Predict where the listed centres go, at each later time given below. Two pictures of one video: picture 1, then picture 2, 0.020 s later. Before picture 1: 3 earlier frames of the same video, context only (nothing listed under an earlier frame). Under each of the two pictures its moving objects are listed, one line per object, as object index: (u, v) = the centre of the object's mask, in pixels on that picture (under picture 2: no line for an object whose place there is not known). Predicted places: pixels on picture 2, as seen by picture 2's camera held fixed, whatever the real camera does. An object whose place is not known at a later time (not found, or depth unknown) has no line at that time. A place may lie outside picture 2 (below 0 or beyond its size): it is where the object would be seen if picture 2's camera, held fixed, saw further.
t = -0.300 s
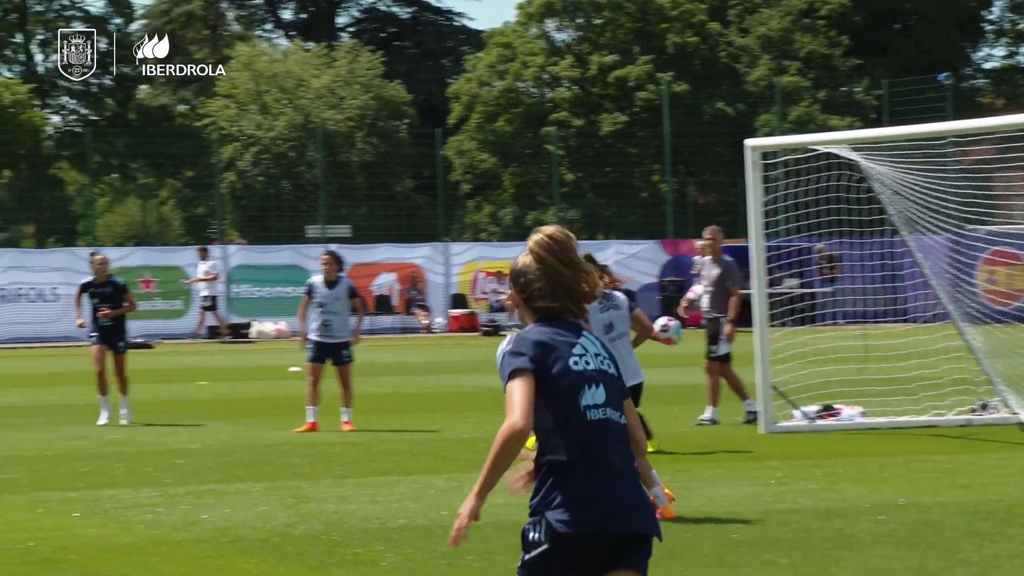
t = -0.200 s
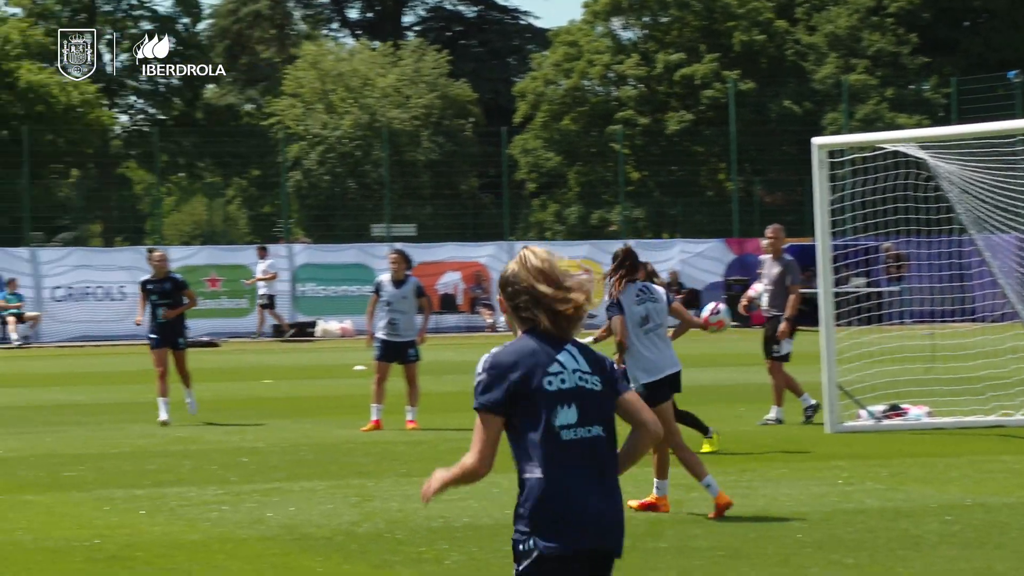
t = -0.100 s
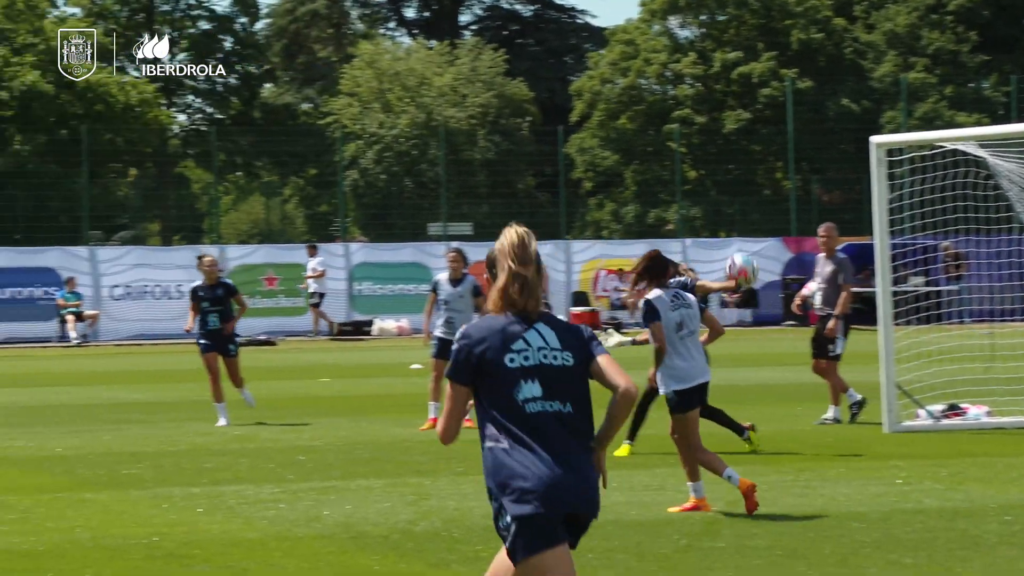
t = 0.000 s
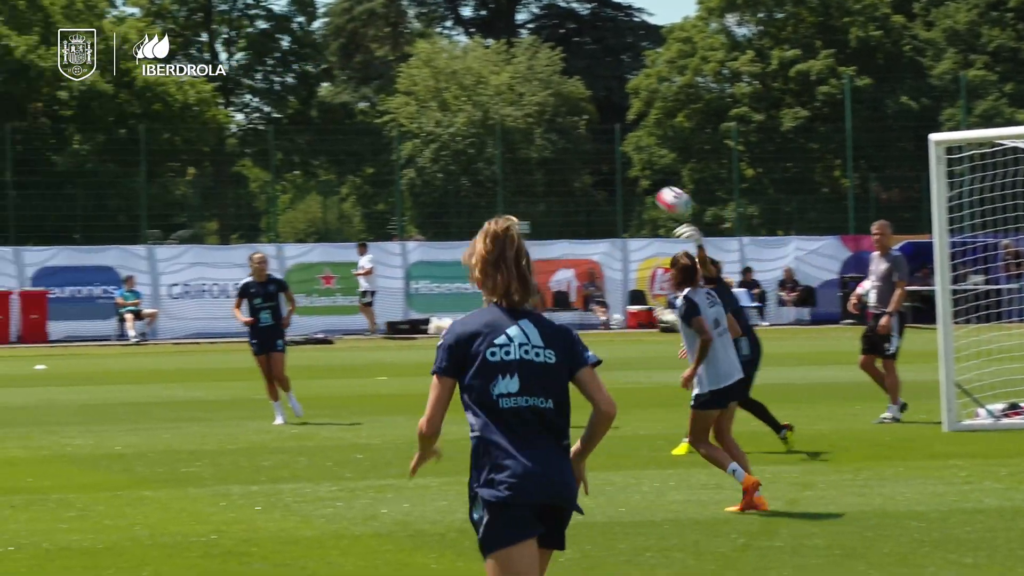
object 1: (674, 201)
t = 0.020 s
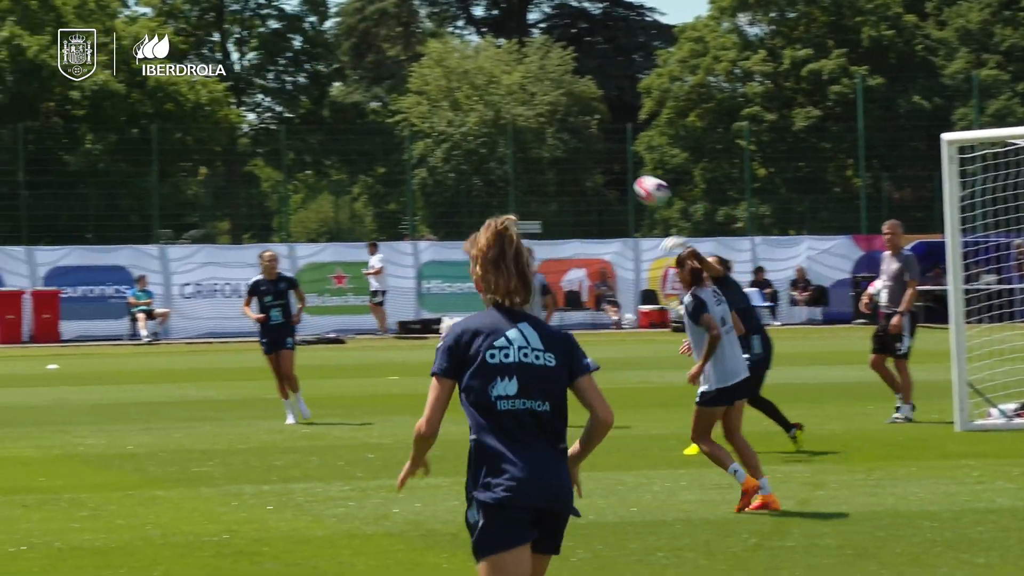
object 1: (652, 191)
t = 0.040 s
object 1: (621, 180)
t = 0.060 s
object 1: (592, 170)
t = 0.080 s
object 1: (562, 159)
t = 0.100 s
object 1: (533, 151)
